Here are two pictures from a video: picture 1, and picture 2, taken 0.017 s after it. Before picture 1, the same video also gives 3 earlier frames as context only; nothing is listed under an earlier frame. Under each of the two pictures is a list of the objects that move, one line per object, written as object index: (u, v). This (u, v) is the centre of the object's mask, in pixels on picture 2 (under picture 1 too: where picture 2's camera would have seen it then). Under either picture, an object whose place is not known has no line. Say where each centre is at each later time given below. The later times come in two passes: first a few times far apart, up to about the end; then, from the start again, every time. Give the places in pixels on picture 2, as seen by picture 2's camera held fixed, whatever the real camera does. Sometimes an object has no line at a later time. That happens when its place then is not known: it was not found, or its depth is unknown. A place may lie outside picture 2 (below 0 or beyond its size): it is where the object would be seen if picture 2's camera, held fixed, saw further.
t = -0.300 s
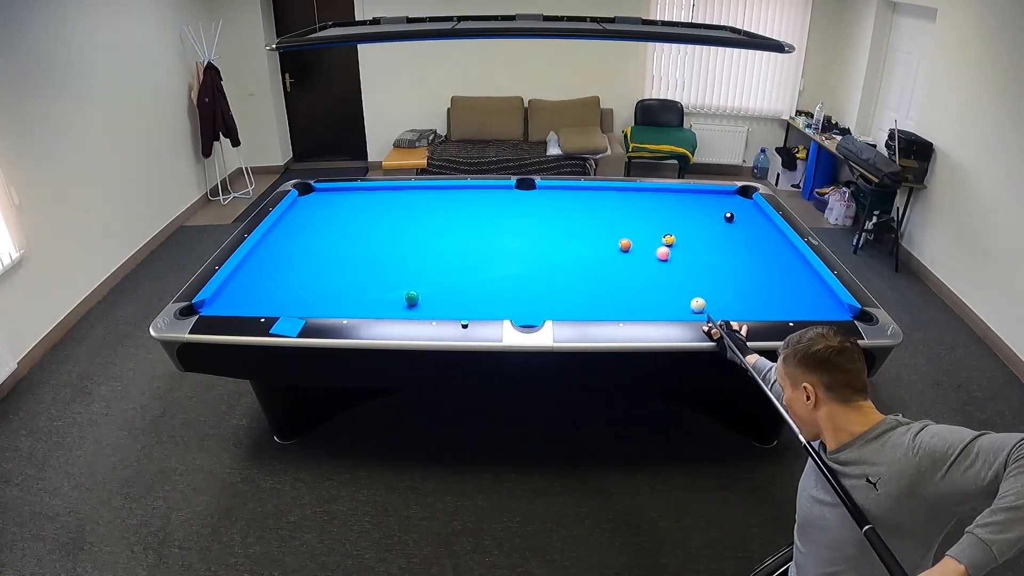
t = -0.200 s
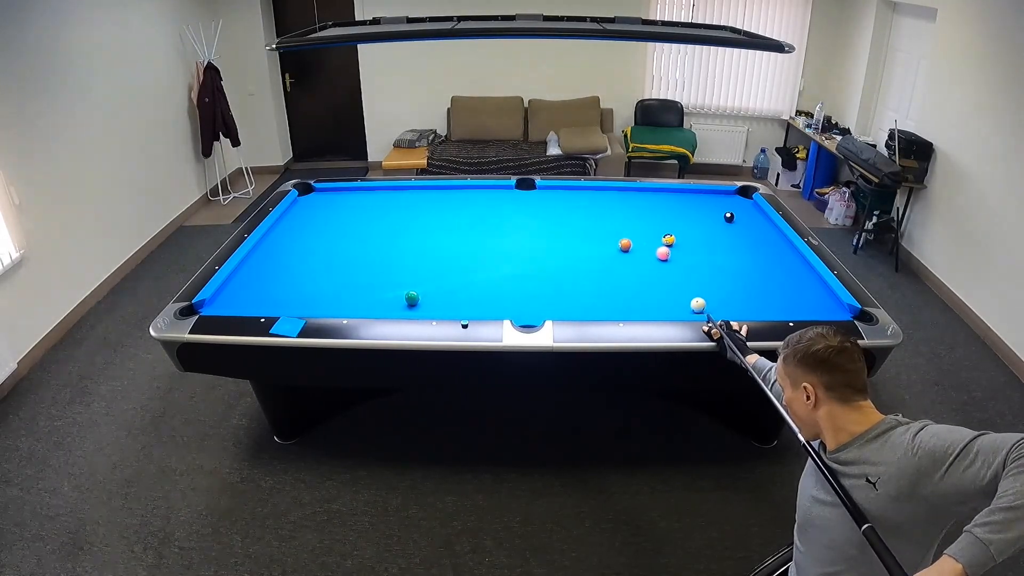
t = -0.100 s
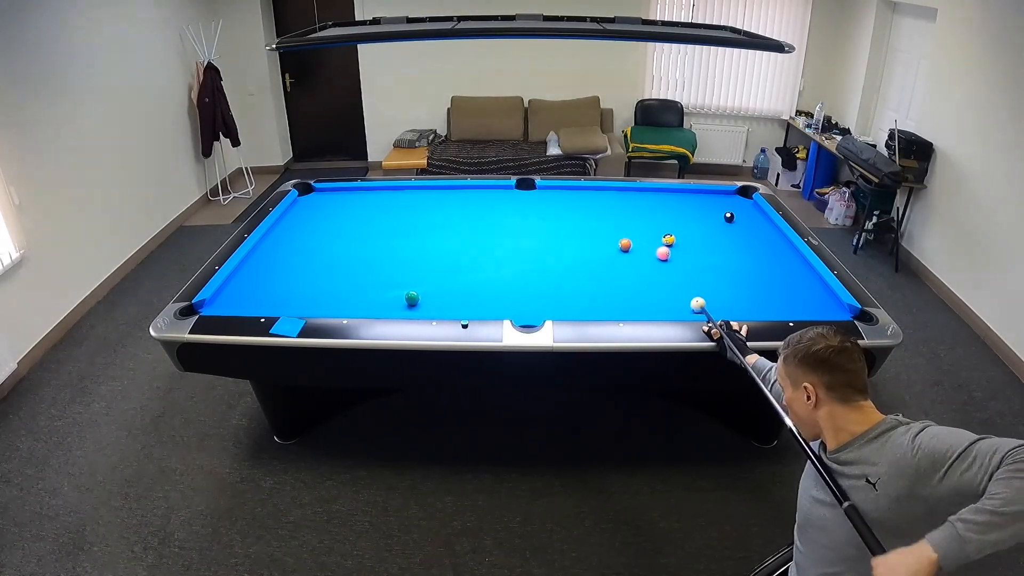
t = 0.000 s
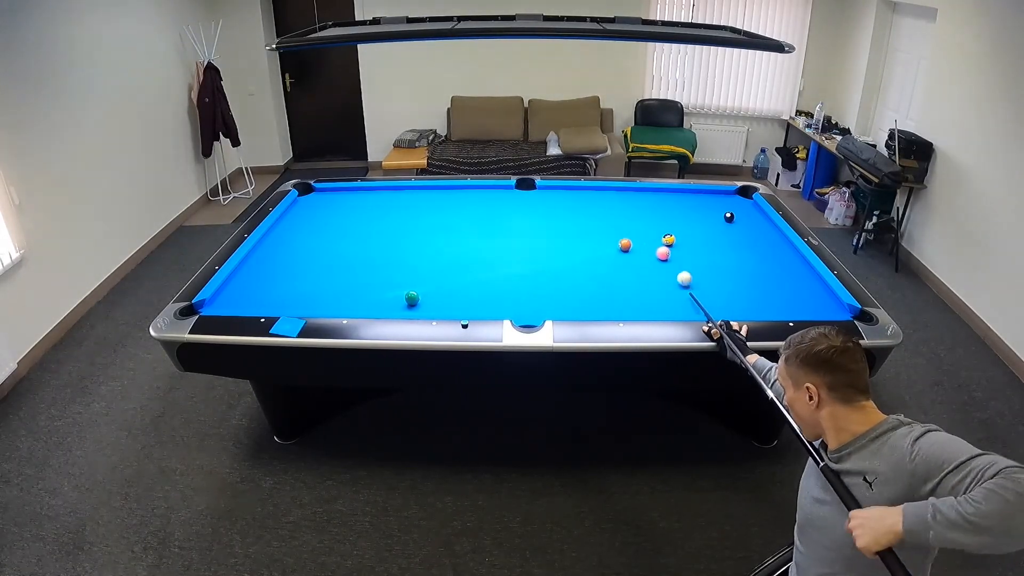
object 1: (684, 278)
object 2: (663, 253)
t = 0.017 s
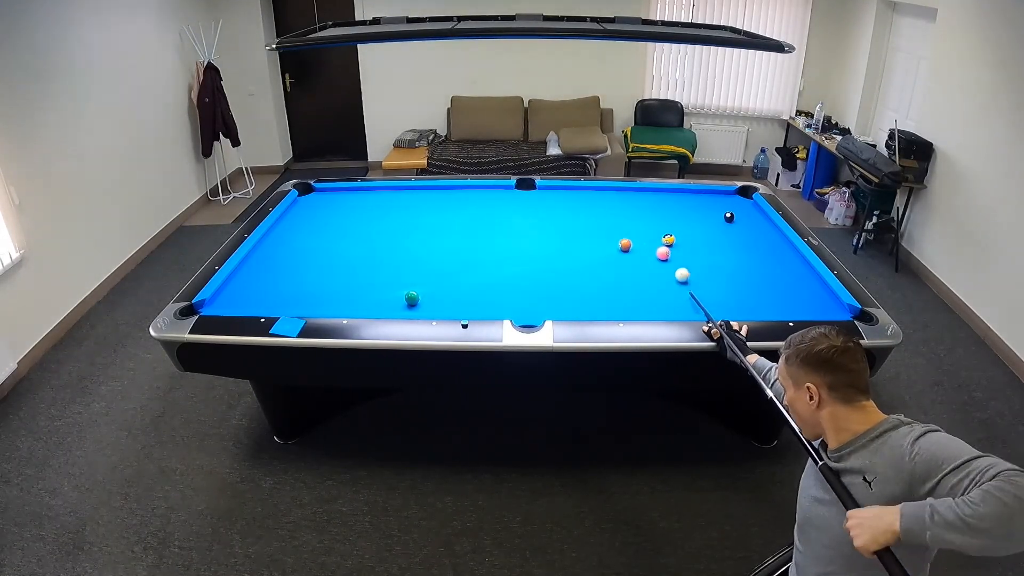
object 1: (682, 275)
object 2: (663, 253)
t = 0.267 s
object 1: (692, 244)
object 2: (630, 236)
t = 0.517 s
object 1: (707, 223)
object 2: (595, 220)
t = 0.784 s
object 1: (721, 204)
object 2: (562, 205)
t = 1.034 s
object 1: (734, 195)
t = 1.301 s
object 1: (751, 204)
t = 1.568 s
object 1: (749, 212)
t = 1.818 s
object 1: (747, 219)
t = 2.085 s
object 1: (745, 227)
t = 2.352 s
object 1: (743, 236)
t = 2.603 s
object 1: (741, 243)
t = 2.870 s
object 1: (739, 252)
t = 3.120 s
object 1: (737, 259)
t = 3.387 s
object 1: (735, 268)
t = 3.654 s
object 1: (733, 276)
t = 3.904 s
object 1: (731, 283)
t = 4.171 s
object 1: (729, 291)
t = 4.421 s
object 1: (728, 298)
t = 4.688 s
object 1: (726, 305)
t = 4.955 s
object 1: (725, 310)
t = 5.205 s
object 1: (721, 308)
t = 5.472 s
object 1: (717, 306)
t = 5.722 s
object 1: (714, 305)
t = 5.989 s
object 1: (712, 304)
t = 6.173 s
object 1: (712, 303)
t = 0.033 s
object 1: (681, 272)
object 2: (663, 253)
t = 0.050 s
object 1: (679, 267)
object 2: (663, 253)
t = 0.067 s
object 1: (677, 264)
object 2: (663, 253)
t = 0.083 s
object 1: (675, 261)
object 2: (663, 253)
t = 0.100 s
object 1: (674, 258)
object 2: (662, 253)
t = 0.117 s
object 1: (676, 257)
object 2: (658, 251)
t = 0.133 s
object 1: (678, 255)
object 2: (655, 249)
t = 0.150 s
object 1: (681, 254)
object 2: (651, 247)
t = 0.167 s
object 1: (682, 253)
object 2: (648, 246)
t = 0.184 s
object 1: (684, 251)
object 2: (644, 244)
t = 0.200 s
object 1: (686, 250)
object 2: (641, 243)
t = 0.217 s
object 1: (688, 249)
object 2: (638, 241)
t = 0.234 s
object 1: (689, 247)
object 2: (636, 240)
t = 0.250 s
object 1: (690, 245)
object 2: (633, 238)
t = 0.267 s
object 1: (692, 244)
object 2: (630, 236)
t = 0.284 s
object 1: (693, 242)
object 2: (627, 234)
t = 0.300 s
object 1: (694, 241)
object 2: (624, 234)
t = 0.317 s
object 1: (695, 239)
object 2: (622, 233)
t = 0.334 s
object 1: (696, 238)
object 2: (619, 232)
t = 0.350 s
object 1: (697, 236)
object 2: (617, 231)
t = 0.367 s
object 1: (698, 235)
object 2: (615, 230)
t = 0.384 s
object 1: (699, 234)
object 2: (613, 229)
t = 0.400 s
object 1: (700, 232)
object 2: (610, 228)
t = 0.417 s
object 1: (701, 231)
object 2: (608, 227)
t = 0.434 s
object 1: (702, 230)
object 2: (606, 226)
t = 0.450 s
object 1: (703, 228)
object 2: (603, 225)
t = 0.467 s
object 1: (704, 227)
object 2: (601, 224)
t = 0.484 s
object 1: (705, 225)
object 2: (599, 223)
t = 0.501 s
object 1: (706, 224)
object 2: (597, 222)
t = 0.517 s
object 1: (707, 223)
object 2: (595, 220)
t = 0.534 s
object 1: (708, 222)
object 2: (593, 219)
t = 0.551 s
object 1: (709, 220)
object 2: (590, 218)
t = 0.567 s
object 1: (710, 219)
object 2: (588, 217)
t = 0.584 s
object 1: (711, 218)
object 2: (586, 216)
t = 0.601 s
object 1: (712, 216)
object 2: (584, 215)
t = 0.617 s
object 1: (713, 215)
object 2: (582, 214)
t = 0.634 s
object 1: (714, 214)
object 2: (580, 213)
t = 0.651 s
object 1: (714, 213)
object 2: (578, 212)
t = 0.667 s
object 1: (715, 212)
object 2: (576, 211)
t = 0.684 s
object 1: (716, 211)
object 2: (574, 210)
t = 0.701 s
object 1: (717, 209)
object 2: (572, 210)
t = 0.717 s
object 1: (718, 208)
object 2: (570, 209)
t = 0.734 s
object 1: (718, 207)
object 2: (568, 208)
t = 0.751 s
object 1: (719, 206)
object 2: (566, 207)
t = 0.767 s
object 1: (720, 205)
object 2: (564, 206)
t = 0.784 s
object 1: (721, 204)
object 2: (562, 205)
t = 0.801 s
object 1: (721, 203)
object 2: (560, 204)
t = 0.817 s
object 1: (722, 202)
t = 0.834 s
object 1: (723, 201)
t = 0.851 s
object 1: (724, 200)
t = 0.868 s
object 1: (724, 199)
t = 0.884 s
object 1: (725, 198)
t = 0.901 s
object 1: (726, 197)
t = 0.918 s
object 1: (726, 196)
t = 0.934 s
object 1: (727, 195)
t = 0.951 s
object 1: (728, 194)
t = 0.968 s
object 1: (728, 193)
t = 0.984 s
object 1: (730, 193)
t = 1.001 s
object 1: (731, 194)
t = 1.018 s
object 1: (733, 195)
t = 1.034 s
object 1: (734, 195)
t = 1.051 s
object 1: (736, 196)
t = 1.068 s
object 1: (737, 197)
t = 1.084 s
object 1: (739, 197)
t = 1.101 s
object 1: (740, 198)
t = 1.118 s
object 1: (742, 198)
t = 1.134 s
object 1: (743, 199)
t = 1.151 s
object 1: (745, 199)
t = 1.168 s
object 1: (746, 200)
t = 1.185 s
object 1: (748, 201)
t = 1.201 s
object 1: (749, 201)
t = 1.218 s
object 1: (751, 202)
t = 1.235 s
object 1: (752, 202)
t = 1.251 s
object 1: (752, 203)
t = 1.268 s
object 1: (752, 203)
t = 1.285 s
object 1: (752, 204)
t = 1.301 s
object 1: (751, 204)
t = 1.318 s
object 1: (751, 205)
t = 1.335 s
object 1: (751, 205)
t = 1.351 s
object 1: (751, 206)
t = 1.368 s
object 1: (751, 206)
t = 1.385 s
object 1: (751, 207)
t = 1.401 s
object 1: (751, 207)
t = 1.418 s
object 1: (751, 208)
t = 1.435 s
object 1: (750, 208)
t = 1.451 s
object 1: (750, 209)
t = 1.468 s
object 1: (750, 209)
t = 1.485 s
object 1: (750, 209)
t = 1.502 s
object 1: (751, 209)
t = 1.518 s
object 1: (749, 211)
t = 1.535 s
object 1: (750, 211)
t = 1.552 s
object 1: (750, 211)
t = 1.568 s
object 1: (749, 212)
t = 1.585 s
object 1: (749, 212)
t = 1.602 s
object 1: (749, 213)
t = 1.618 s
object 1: (749, 213)
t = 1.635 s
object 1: (749, 214)
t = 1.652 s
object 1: (749, 214)
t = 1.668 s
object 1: (749, 215)
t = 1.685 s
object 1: (748, 215)
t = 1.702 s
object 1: (748, 216)
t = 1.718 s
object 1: (748, 216)
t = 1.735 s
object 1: (748, 217)
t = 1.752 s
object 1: (748, 217)
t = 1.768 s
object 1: (748, 218)
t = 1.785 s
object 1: (748, 218)
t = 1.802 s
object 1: (748, 219)
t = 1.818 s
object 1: (747, 219)
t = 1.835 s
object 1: (747, 220)
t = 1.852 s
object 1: (747, 220)
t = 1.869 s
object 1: (747, 221)
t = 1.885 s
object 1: (747, 221)
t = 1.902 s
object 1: (747, 222)
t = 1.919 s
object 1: (747, 222)
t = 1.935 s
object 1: (746, 223)
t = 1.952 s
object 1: (746, 223)
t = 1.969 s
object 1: (746, 224)
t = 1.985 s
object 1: (746, 224)
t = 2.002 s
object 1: (746, 225)
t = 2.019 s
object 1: (746, 225)
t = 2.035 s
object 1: (746, 226)
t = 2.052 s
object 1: (745, 226)
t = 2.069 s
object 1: (745, 227)
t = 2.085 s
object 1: (745, 227)
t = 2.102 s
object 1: (745, 228)
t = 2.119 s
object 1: (745, 228)
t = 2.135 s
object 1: (745, 229)
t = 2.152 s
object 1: (745, 229)
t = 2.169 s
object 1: (745, 230)
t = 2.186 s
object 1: (744, 230)
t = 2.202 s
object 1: (744, 231)
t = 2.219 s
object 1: (744, 231)
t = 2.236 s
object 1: (744, 232)
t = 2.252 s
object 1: (744, 232)
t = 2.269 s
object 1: (744, 233)
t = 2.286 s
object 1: (743, 233)
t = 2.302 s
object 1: (743, 234)
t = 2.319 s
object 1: (743, 235)
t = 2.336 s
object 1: (743, 235)
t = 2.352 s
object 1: (743, 236)
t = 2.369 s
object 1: (743, 236)
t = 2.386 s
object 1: (743, 237)
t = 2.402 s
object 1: (743, 237)
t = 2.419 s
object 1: (742, 238)
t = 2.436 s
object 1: (742, 238)
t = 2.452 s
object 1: (742, 239)
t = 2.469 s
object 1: (742, 239)
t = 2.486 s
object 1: (742, 240)
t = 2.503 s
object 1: (742, 240)
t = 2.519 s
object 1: (742, 241)
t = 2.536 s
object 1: (741, 241)
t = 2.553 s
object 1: (741, 242)
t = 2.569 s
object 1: (741, 242)
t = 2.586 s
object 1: (741, 243)
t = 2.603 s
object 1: (741, 243)
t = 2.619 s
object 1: (741, 244)
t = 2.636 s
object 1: (741, 244)
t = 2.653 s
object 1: (740, 245)
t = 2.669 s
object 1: (740, 245)
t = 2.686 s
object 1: (740, 246)
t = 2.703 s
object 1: (740, 246)
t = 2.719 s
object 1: (740, 247)
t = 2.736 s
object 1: (740, 248)
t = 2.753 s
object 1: (740, 248)
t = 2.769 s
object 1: (740, 248)
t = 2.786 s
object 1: (740, 249)
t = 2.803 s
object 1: (739, 250)
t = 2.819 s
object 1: (739, 250)
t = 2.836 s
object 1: (739, 251)
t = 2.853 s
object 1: (739, 251)
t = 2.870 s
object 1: (739, 252)
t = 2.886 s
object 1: (739, 252)
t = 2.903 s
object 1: (739, 253)
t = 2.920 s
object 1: (738, 253)
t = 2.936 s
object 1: (738, 254)
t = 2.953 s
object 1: (738, 254)
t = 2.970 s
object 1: (738, 255)
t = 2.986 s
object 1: (738, 255)
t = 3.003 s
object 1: (738, 256)
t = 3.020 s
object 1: (738, 256)
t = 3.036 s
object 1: (737, 257)
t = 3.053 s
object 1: (737, 257)
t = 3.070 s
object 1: (737, 258)
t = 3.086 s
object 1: (737, 258)
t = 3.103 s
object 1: (737, 259)
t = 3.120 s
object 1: (737, 259)
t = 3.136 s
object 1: (737, 260)
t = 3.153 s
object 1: (737, 260)
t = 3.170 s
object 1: (737, 261)
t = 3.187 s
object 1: (736, 262)
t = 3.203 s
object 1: (736, 262)
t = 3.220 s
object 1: (736, 262)
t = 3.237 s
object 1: (736, 263)
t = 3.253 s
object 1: (736, 264)
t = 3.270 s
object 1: (736, 264)
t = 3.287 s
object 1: (736, 264)
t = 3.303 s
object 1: (735, 265)
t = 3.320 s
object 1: (735, 266)
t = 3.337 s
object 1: (735, 266)
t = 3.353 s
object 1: (735, 267)
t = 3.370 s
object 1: (735, 267)
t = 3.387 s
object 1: (735, 268)
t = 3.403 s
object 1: (735, 268)
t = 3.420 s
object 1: (735, 269)
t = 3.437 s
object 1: (735, 269)
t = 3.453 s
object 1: (735, 270)
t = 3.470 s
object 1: (734, 270)
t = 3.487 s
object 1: (734, 271)
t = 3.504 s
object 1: (734, 271)
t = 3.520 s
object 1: (734, 272)
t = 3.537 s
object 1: (734, 272)
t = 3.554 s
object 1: (734, 273)
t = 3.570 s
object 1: (734, 273)
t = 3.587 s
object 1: (734, 274)
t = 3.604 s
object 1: (733, 274)
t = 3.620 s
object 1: (733, 275)
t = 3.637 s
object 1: (733, 275)
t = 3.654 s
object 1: (733, 276)
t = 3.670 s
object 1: (733, 276)
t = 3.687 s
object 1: (733, 277)
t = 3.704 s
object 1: (733, 277)
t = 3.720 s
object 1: (733, 278)
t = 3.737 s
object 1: (732, 278)
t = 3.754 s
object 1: (732, 279)
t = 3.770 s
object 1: (732, 279)
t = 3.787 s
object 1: (732, 280)
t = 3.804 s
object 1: (732, 280)
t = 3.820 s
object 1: (732, 281)
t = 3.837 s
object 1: (732, 281)
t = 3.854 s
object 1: (732, 282)
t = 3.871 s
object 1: (731, 282)
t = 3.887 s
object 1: (731, 283)
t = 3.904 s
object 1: (731, 283)
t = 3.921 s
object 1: (731, 284)
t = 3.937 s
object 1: (731, 284)
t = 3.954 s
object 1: (731, 285)
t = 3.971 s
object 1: (731, 285)
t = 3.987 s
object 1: (731, 286)
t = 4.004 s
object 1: (731, 286)
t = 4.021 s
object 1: (731, 287)
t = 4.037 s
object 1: (730, 287)
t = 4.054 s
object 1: (730, 288)
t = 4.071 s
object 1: (730, 288)
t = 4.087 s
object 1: (730, 289)
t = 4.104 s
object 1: (730, 289)
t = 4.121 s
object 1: (730, 290)
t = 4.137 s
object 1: (730, 290)
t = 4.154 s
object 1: (730, 291)
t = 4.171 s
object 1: (729, 291)
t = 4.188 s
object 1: (729, 291)
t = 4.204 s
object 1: (729, 292)
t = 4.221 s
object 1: (729, 292)
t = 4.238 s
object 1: (729, 293)
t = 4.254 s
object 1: (729, 293)
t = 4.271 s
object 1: (729, 294)
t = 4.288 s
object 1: (729, 294)
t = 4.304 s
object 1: (729, 295)
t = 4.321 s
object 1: (728, 295)
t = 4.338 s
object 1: (728, 296)
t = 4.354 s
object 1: (728, 296)
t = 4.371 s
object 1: (728, 297)
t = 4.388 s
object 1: (728, 297)
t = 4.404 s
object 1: (728, 298)
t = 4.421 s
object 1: (728, 298)
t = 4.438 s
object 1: (728, 299)
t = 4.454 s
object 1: (728, 299)
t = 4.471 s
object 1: (728, 299)
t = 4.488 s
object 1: (727, 300)
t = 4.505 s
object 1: (727, 300)
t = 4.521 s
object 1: (727, 301)
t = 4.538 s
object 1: (727, 301)
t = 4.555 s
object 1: (727, 302)
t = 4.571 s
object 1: (727, 302)
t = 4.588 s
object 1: (727, 302)
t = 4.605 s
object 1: (727, 303)
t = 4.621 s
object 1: (727, 303)
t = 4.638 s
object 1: (726, 304)
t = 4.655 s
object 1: (726, 304)
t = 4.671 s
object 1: (726, 305)
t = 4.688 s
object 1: (726, 305)
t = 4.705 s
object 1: (726, 306)
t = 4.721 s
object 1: (726, 306)
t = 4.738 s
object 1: (726, 306)
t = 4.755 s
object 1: (726, 307)
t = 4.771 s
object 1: (726, 307)
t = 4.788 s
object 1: (726, 307)
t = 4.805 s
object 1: (725, 307)
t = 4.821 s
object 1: (725, 308)
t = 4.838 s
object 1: (725, 308)
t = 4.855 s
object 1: (725, 308)
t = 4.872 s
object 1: (725, 309)
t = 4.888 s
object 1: (725, 309)
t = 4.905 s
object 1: (725, 309)
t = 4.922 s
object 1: (725, 309)
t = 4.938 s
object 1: (725, 310)
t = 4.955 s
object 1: (725, 310)
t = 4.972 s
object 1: (724, 310)
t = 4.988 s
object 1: (724, 310)
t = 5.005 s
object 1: (724, 310)
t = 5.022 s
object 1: (724, 310)
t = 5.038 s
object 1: (723, 310)
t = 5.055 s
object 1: (723, 310)
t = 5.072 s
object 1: (723, 309)
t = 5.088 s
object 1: (722, 309)
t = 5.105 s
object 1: (722, 309)
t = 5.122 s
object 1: (722, 309)
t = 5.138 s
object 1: (722, 309)
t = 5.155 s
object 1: (721, 309)
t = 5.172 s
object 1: (721, 309)
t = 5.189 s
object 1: (721, 308)
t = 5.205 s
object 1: (721, 308)
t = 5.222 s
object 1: (720, 308)
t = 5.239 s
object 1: (720, 308)
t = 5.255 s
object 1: (720, 308)
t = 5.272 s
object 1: (720, 308)
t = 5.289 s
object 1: (719, 308)
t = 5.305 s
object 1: (719, 307)
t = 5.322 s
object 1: (719, 307)
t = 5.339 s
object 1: (719, 307)
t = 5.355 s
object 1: (718, 307)
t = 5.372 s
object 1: (718, 307)
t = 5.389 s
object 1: (718, 307)
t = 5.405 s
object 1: (718, 307)
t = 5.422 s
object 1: (718, 307)
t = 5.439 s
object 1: (717, 307)
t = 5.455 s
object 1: (717, 307)
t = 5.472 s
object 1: (717, 306)
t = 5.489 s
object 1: (717, 306)
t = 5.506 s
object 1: (717, 306)
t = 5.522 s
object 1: (717, 306)
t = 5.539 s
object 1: (716, 306)
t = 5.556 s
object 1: (716, 306)
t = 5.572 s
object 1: (716, 306)
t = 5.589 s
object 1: (716, 306)
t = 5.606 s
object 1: (716, 306)
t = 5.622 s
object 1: (716, 306)
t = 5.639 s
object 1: (715, 306)
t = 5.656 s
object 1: (715, 306)
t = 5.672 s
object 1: (715, 306)
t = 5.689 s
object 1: (715, 305)
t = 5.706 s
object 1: (715, 305)
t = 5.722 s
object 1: (714, 305)
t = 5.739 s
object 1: (714, 305)
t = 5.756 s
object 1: (714, 305)
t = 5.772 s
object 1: (714, 305)
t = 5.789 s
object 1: (714, 305)
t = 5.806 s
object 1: (714, 305)
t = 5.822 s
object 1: (713, 305)
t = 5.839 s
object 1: (713, 304)
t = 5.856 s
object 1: (713, 304)
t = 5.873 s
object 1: (713, 304)
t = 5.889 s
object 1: (713, 304)
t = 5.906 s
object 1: (713, 304)
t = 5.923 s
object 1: (713, 304)
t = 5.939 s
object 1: (712, 304)
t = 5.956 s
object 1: (713, 304)
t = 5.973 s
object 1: (713, 304)
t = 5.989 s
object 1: (712, 304)
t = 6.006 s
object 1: (712, 304)
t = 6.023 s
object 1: (712, 304)
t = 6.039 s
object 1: (712, 304)
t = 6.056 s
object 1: (712, 304)
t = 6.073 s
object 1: (712, 304)
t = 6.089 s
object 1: (712, 304)
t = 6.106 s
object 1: (712, 304)
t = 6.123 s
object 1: (712, 304)
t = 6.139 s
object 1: (712, 304)
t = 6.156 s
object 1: (712, 304)
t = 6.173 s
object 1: (712, 303)
